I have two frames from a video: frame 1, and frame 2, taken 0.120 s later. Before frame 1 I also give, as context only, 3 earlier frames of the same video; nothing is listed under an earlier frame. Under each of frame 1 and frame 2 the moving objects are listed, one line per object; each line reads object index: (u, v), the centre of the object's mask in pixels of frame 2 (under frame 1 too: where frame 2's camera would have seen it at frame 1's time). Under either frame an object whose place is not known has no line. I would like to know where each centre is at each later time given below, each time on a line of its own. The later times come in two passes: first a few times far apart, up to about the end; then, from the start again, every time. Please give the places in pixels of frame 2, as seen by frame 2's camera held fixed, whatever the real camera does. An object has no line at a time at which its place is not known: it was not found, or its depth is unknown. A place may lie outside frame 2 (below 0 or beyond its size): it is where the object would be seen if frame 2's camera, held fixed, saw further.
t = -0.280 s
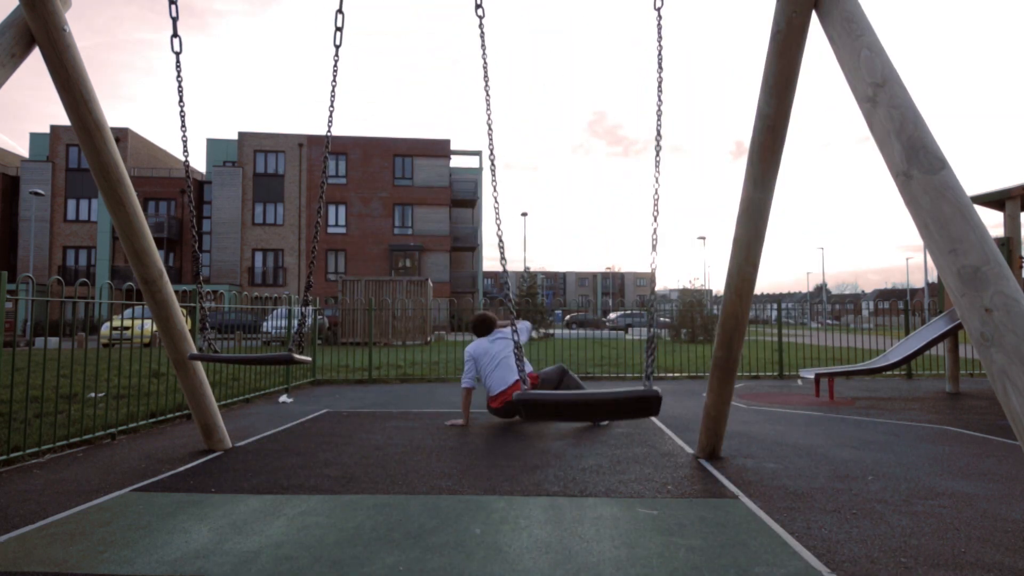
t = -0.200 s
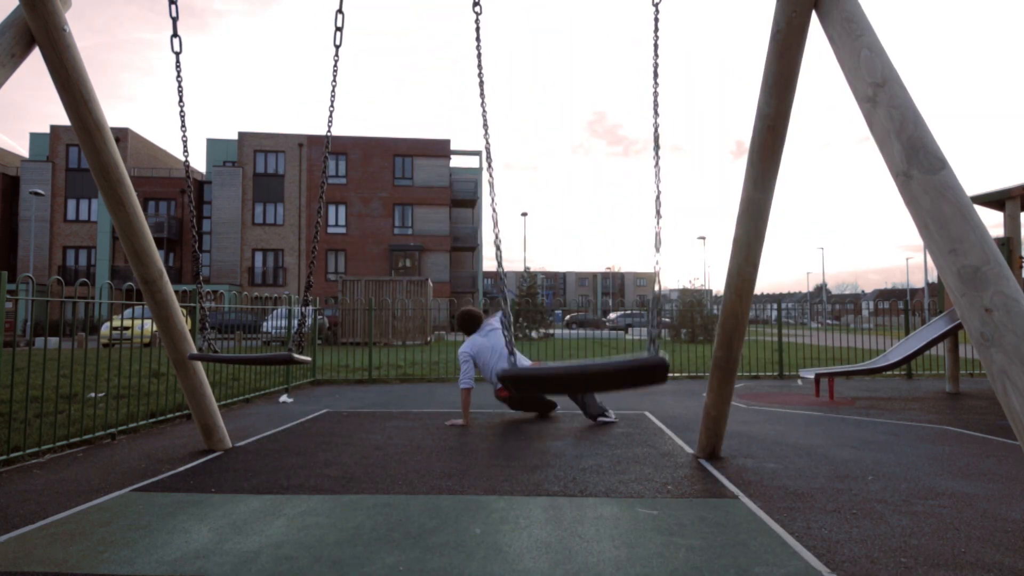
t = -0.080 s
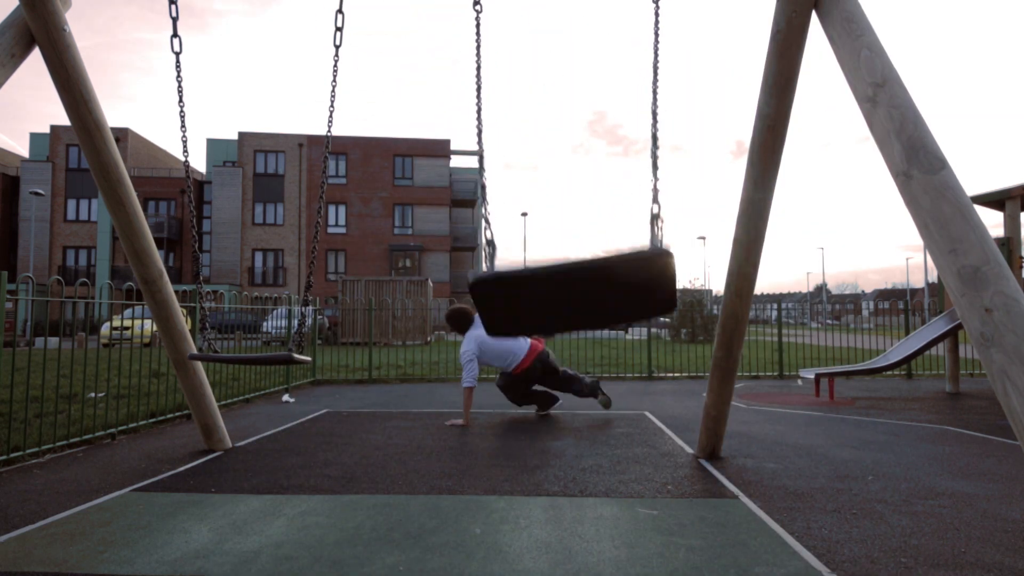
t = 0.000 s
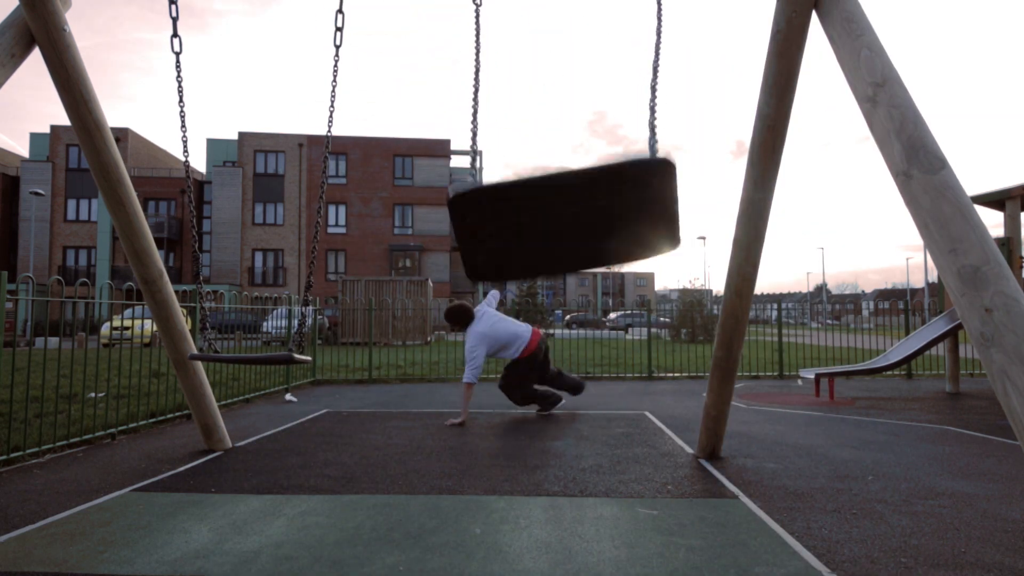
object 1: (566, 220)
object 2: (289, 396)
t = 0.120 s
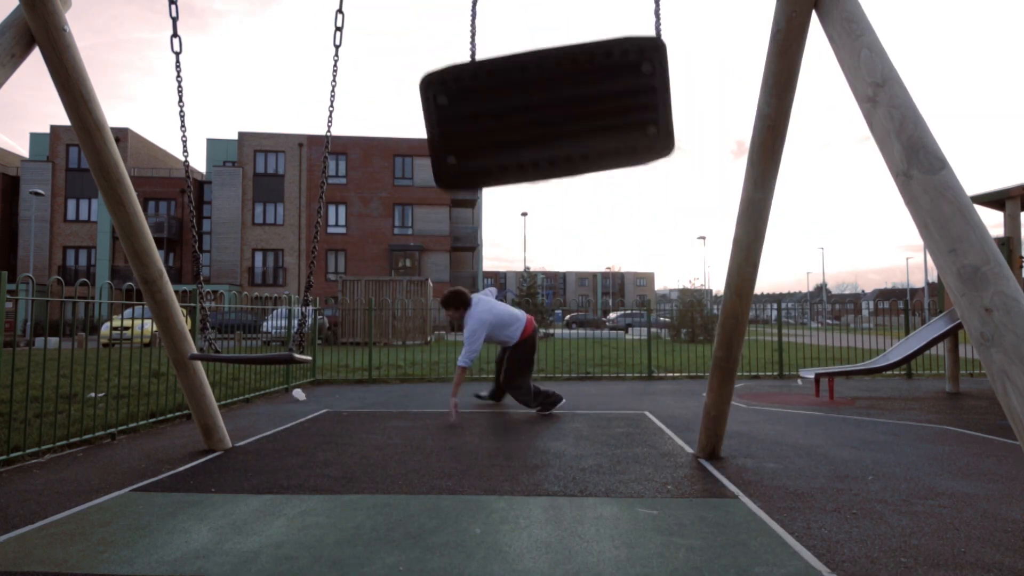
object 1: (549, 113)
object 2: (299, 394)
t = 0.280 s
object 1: (523, 67)
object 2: (323, 393)
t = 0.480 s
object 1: (520, 182)
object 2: (356, 387)
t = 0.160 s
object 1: (542, 88)
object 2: (305, 393)
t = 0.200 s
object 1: (535, 72)
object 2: (311, 392)
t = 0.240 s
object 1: (527, 67)
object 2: (317, 392)
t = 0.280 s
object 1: (523, 67)
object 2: (323, 393)
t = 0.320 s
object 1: (521, 72)
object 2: (329, 393)
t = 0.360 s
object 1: (521, 89)
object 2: (334, 391)
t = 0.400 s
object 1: (520, 114)
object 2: (341, 389)
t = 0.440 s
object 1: (519, 146)
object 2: (349, 388)
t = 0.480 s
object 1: (520, 182)
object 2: (356, 387)
